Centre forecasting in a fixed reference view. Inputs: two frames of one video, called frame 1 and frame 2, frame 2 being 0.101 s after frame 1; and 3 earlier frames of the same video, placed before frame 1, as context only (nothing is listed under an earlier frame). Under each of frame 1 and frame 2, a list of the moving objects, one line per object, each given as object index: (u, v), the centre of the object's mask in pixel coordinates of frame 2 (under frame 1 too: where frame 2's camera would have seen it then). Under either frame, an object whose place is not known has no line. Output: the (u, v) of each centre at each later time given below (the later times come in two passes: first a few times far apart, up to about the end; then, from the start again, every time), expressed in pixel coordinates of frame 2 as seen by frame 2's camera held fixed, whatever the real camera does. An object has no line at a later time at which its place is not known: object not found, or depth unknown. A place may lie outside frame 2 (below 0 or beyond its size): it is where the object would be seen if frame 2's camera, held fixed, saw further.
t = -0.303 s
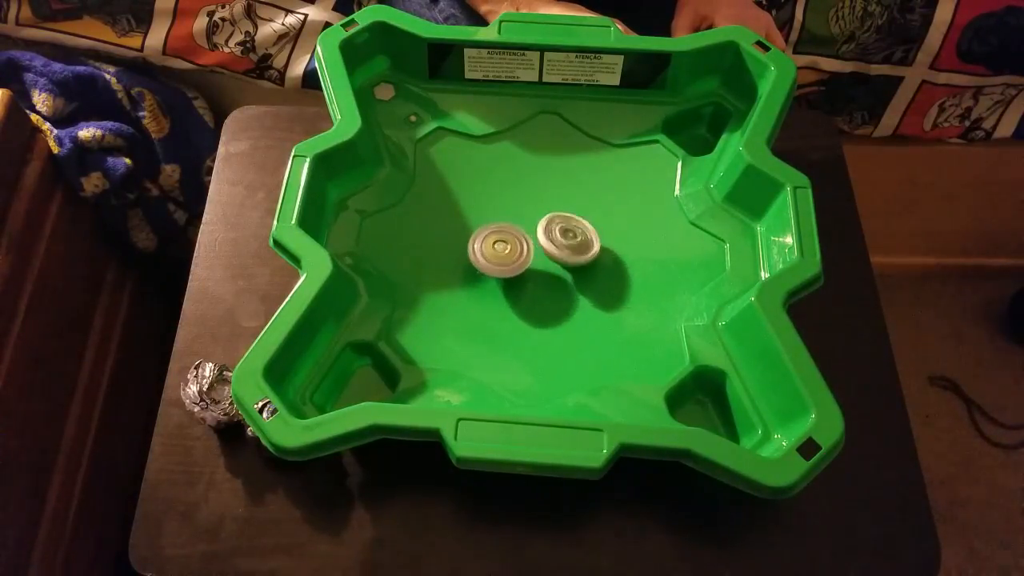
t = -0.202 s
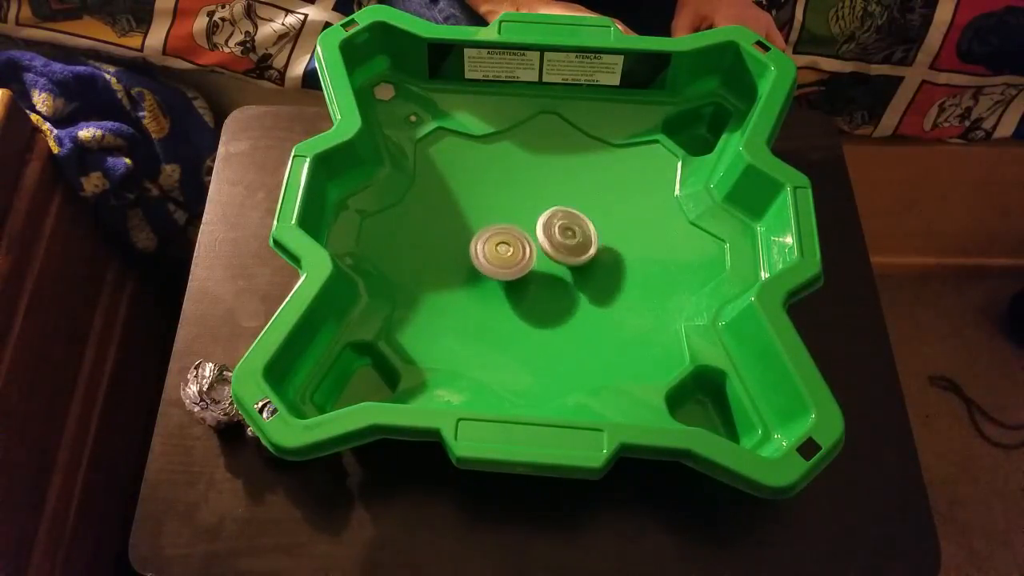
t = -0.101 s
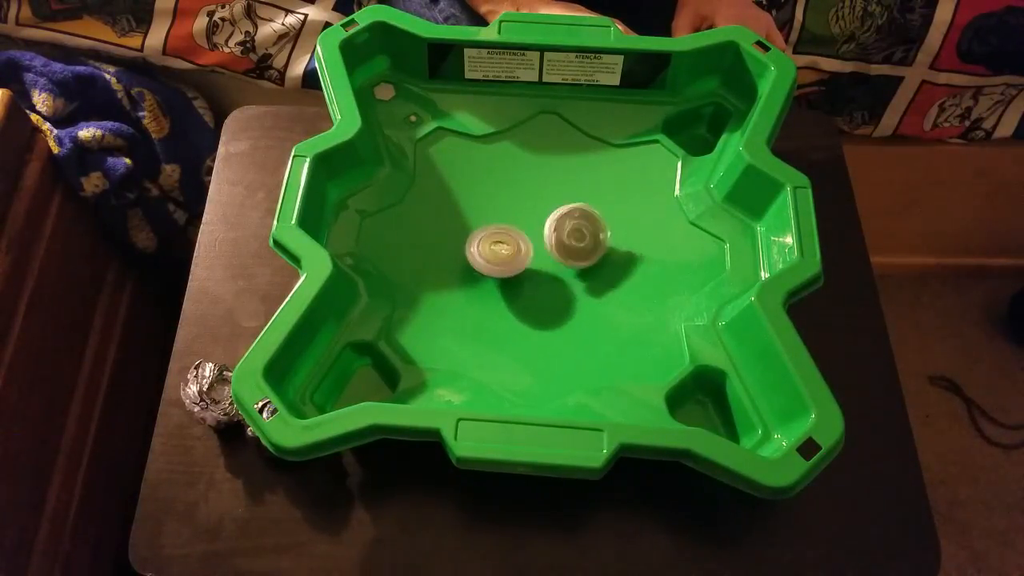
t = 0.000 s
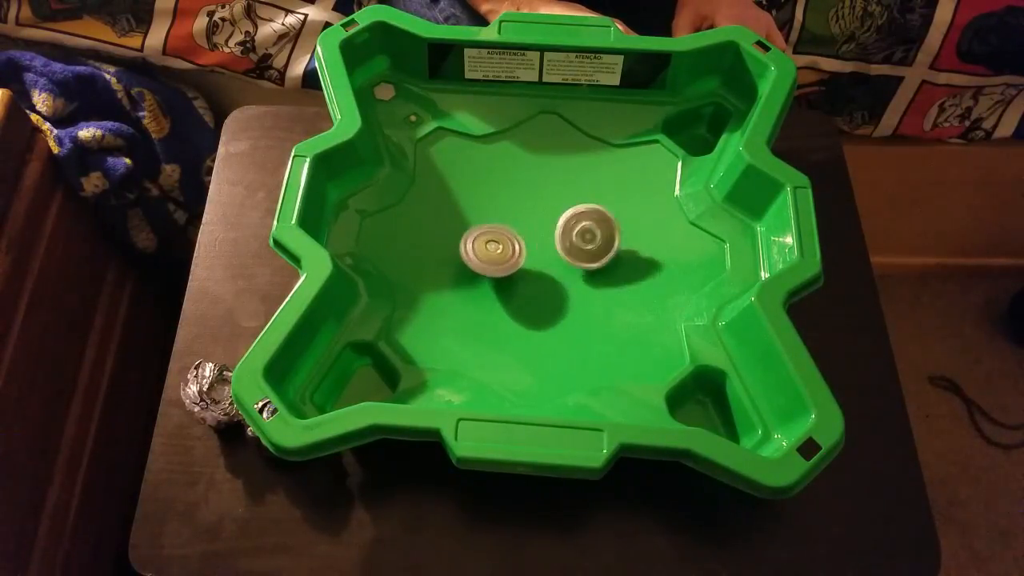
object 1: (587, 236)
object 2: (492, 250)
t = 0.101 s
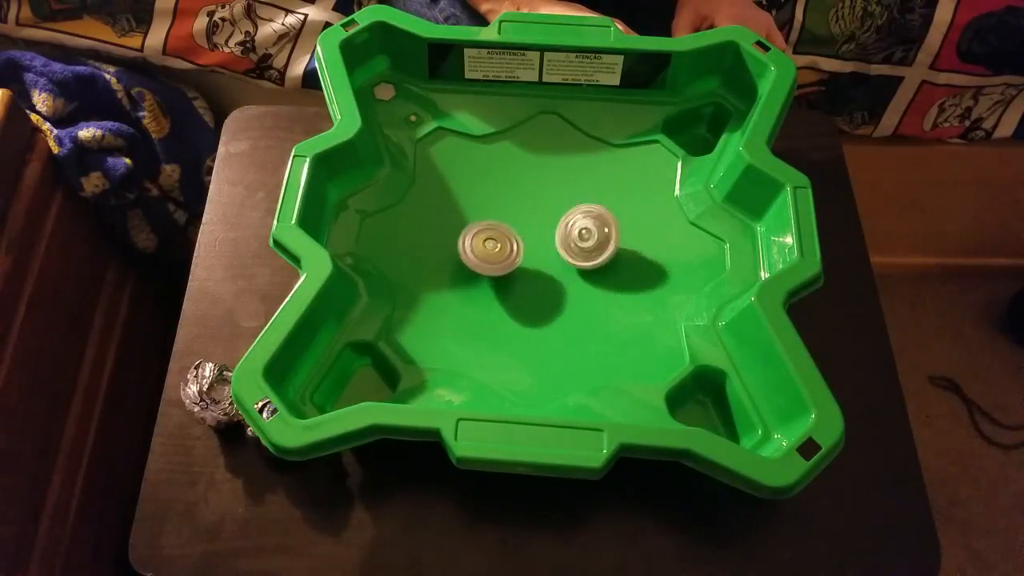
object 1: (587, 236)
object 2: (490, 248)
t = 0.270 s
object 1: (580, 235)
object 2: (497, 243)
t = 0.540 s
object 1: (586, 237)
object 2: (504, 238)
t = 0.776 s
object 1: (586, 240)
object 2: (516, 236)
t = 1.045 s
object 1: (597, 274)
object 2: (515, 213)
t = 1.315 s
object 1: (529, 278)
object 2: (535, 214)
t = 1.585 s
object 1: (495, 304)
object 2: (535, 225)
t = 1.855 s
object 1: (527, 282)
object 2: (522, 228)
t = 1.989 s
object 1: (533, 283)
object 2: (523, 224)
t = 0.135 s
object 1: (586, 236)
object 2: (491, 247)
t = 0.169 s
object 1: (584, 236)
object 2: (491, 246)
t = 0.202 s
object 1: (583, 236)
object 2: (493, 245)
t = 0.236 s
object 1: (582, 235)
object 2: (495, 244)
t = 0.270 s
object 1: (580, 235)
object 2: (497, 243)
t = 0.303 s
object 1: (580, 235)
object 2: (499, 243)
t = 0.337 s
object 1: (578, 236)
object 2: (502, 242)
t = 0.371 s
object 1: (577, 236)
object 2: (506, 242)
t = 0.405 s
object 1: (576, 237)
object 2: (506, 241)
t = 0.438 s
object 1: (582, 236)
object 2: (502, 240)
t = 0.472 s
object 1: (586, 237)
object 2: (502, 238)
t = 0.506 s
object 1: (586, 237)
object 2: (503, 238)
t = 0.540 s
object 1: (586, 237)
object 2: (504, 238)
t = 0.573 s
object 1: (586, 236)
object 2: (506, 239)
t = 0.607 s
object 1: (586, 236)
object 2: (508, 239)
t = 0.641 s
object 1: (586, 236)
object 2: (509, 239)
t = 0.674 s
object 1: (585, 236)
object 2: (512, 240)
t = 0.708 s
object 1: (584, 236)
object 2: (515, 240)
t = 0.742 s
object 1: (583, 236)
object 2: (517, 241)
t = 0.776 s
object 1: (586, 240)
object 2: (516, 236)
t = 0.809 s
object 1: (595, 244)
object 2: (511, 227)
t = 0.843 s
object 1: (604, 257)
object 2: (509, 221)
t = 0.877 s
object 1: (607, 259)
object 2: (509, 217)
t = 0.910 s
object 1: (609, 265)
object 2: (509, 216)
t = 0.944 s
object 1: (608, 271)
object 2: (510, 215)
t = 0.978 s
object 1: (605, 273)
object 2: (511, 214)
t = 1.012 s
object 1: (601, 274)
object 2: (513, 214)
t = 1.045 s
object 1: (597, 274)
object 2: (515, 213)
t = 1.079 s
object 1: (594, 274)
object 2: (517, 213)
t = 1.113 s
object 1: (588, 274)
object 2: (518, 213)
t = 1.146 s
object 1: (582, 274)
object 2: (521, 215)
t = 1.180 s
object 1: (574, 270)
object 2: (523, 216)
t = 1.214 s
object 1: (566, 270)
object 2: (525, 218)
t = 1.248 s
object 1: (557, 268)
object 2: (527, 220)
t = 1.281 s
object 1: (544, 274)
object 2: (531, 216)
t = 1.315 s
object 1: (529, 278)
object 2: (535, 214)
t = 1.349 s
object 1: (516, 284)
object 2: (539, 214)
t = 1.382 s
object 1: (504, 290)
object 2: (539, 217)
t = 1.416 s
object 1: (497, 295)
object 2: (538, 218)
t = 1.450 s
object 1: (493, 299)
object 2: (538, 219)
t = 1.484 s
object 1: (491, 302)
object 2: (538, 220)
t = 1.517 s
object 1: (492, 304)
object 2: (538, 222)
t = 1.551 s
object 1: (493, 304)
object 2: (537, 224)
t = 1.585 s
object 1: (495, 304)
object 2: (535, 225)
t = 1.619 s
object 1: (497, 301)
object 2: (534, 226)
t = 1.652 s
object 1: (500, 298)
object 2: (533, 227)
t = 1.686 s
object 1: (504, 295)
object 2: (531, 228)
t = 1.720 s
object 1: (508, 292)
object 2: (528, 228)
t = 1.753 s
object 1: (513, 289)
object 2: (526, 229)
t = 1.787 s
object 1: (517, 286)
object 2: (525, 229)
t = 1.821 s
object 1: (522, 284)
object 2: (524, 229)
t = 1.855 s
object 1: (527, 282)
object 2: (522, 228)
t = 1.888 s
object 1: (529, 283)
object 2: (522, 225)
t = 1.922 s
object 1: (531, 284)
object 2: (522, 226)
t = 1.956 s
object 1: (532, 283)
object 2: (522, 225)
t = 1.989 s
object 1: (533, 283)
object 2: (523, 224)
